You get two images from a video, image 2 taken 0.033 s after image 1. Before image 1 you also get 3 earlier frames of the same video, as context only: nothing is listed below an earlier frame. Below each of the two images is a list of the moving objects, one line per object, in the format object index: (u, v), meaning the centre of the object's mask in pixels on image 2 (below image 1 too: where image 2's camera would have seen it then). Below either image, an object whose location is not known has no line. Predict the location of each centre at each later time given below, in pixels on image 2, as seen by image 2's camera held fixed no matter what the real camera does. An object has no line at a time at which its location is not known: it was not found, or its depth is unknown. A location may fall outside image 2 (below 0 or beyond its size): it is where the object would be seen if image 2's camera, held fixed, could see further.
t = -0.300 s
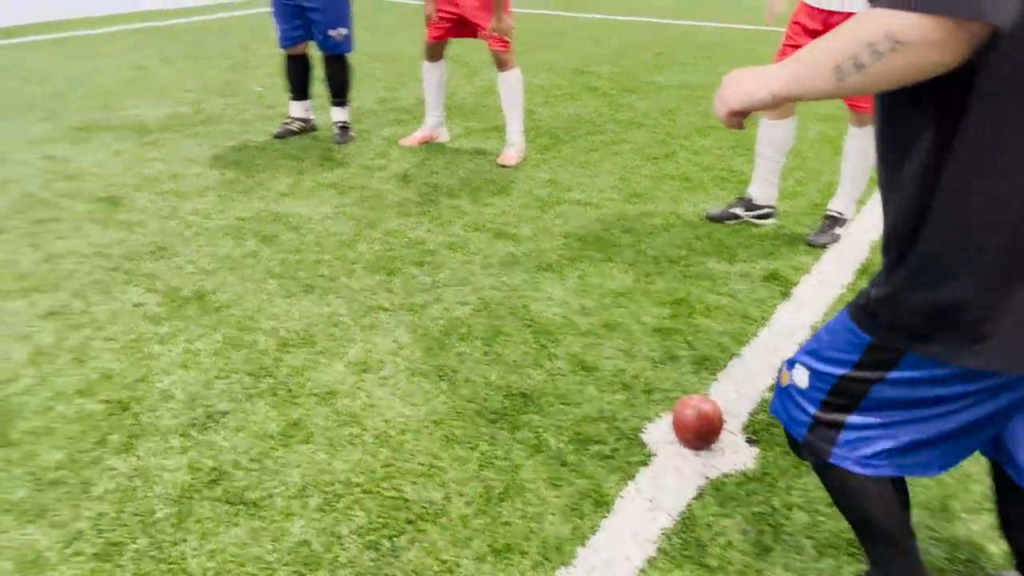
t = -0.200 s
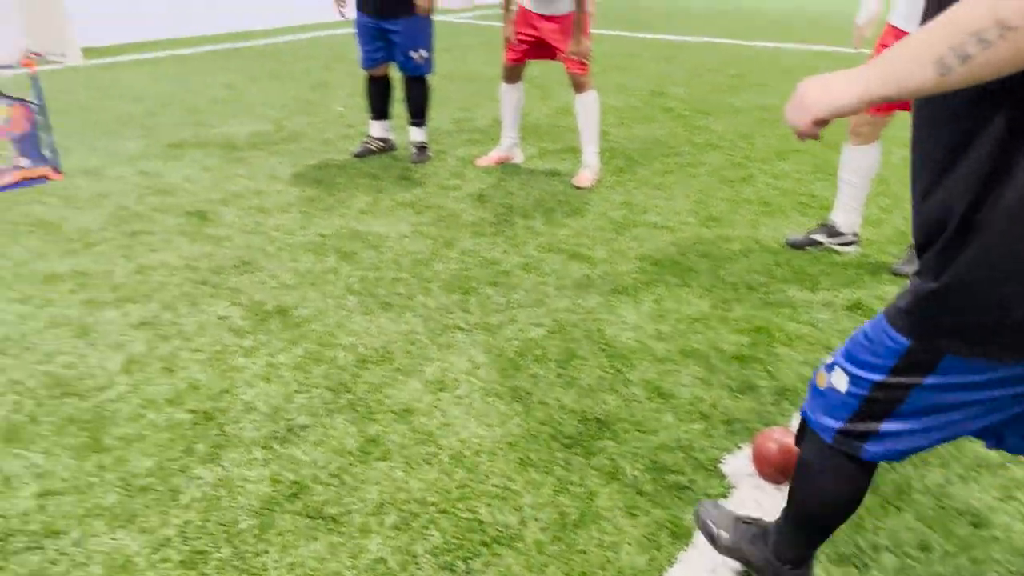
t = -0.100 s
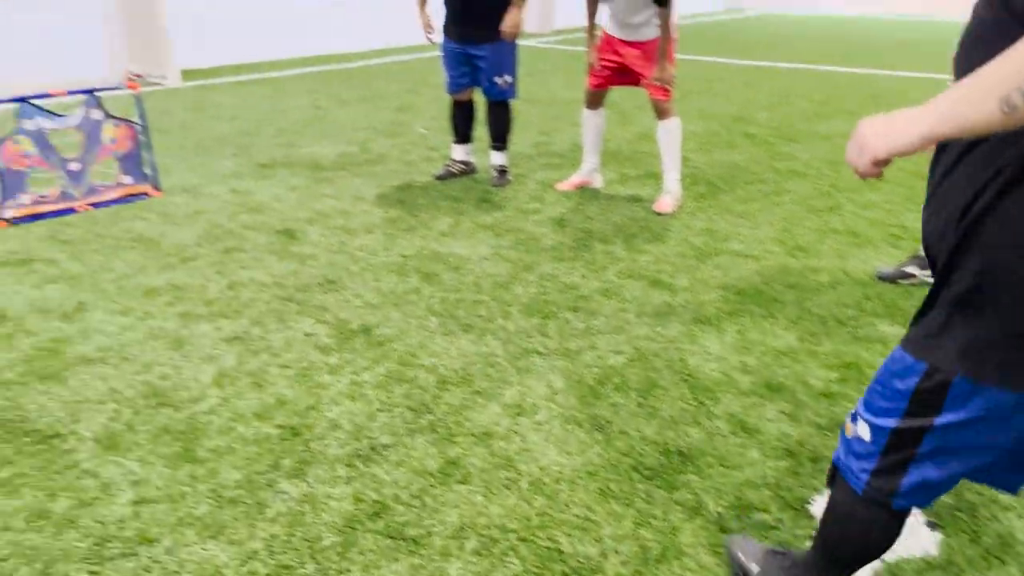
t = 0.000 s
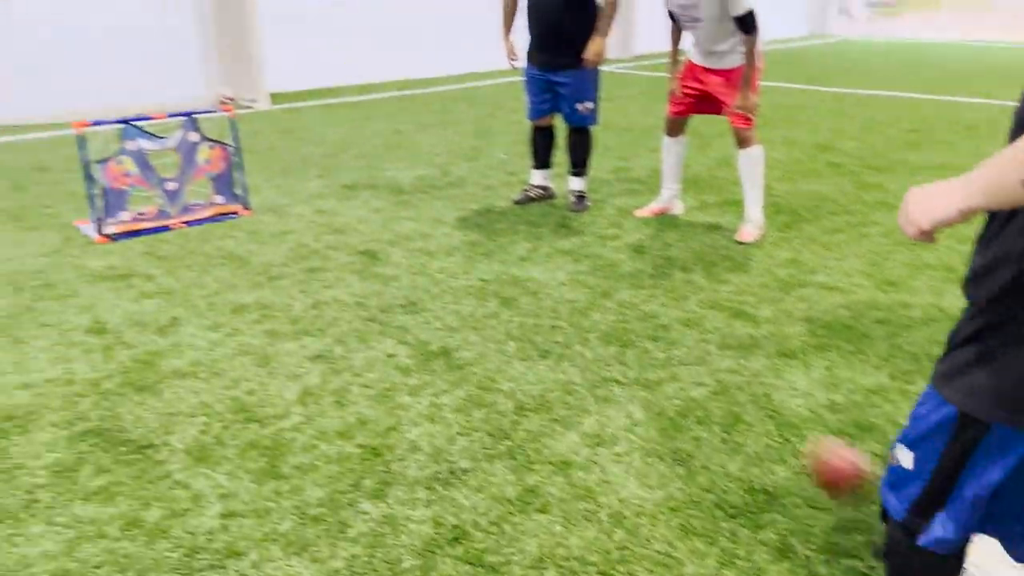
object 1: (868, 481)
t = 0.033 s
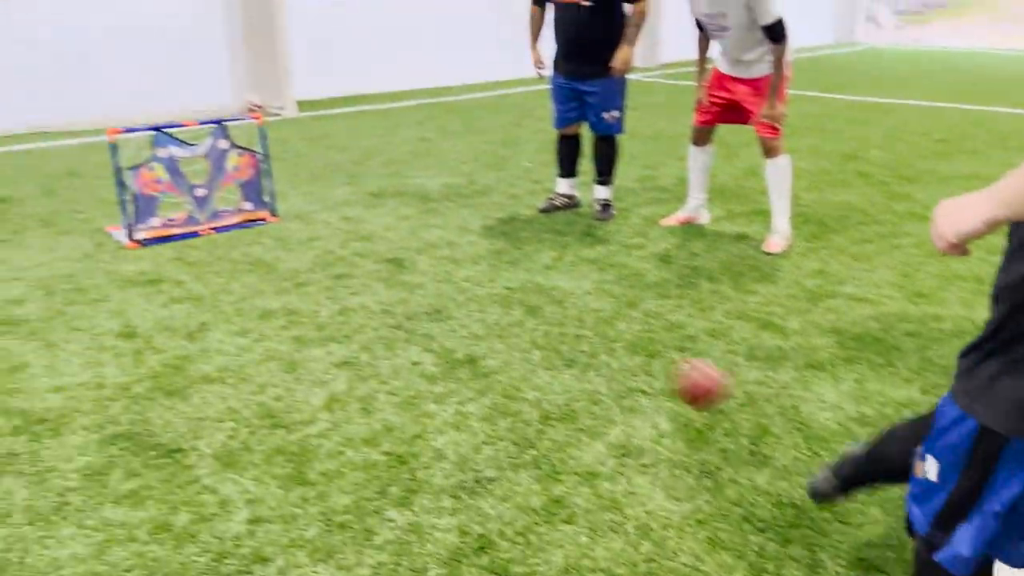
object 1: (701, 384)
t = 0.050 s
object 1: (632, 345)
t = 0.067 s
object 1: (572, 312)
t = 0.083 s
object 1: (518, 286)
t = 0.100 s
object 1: (471, 262)
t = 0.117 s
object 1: (429, 243)
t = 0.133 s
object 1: (391, 226)
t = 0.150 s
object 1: (357, 212)
